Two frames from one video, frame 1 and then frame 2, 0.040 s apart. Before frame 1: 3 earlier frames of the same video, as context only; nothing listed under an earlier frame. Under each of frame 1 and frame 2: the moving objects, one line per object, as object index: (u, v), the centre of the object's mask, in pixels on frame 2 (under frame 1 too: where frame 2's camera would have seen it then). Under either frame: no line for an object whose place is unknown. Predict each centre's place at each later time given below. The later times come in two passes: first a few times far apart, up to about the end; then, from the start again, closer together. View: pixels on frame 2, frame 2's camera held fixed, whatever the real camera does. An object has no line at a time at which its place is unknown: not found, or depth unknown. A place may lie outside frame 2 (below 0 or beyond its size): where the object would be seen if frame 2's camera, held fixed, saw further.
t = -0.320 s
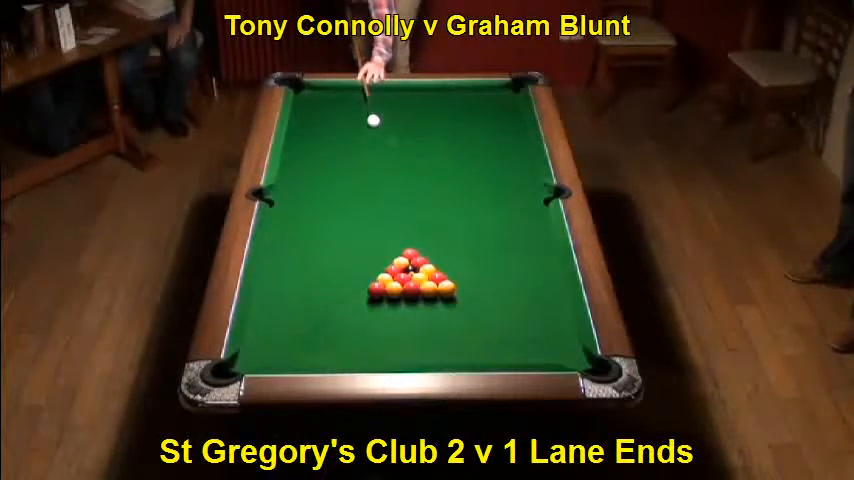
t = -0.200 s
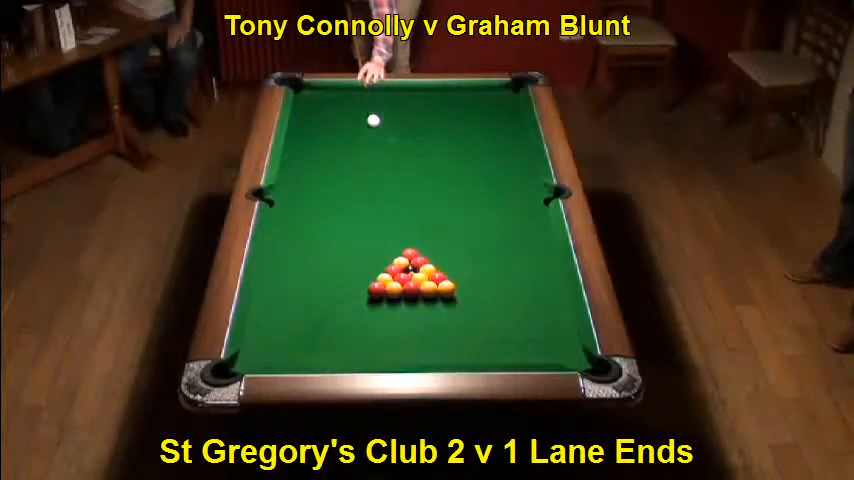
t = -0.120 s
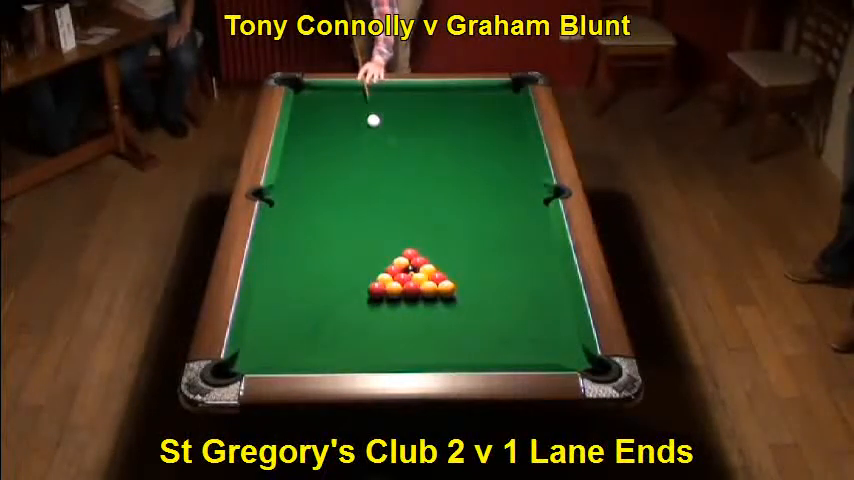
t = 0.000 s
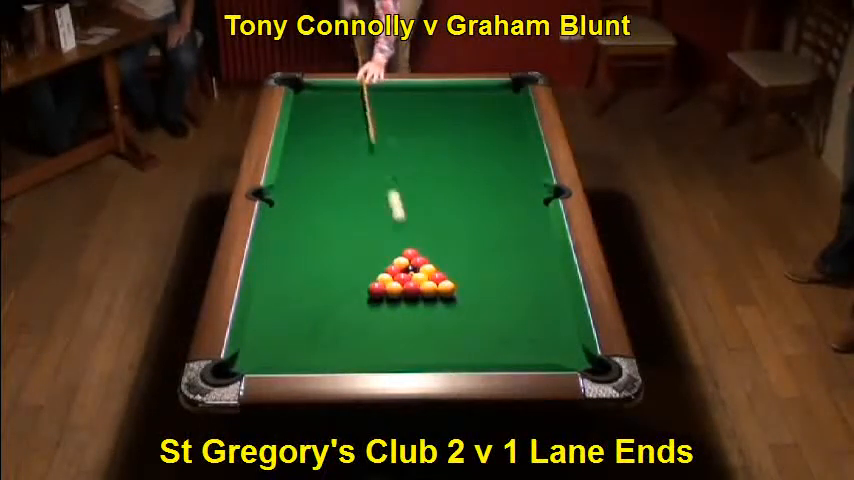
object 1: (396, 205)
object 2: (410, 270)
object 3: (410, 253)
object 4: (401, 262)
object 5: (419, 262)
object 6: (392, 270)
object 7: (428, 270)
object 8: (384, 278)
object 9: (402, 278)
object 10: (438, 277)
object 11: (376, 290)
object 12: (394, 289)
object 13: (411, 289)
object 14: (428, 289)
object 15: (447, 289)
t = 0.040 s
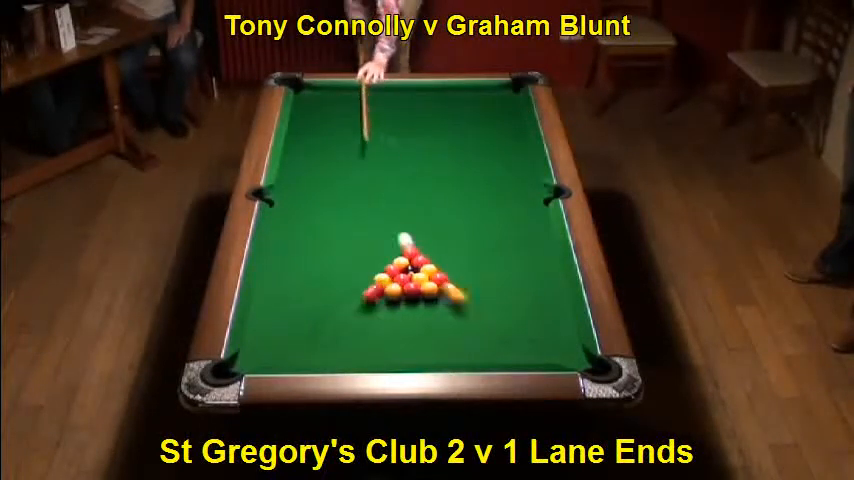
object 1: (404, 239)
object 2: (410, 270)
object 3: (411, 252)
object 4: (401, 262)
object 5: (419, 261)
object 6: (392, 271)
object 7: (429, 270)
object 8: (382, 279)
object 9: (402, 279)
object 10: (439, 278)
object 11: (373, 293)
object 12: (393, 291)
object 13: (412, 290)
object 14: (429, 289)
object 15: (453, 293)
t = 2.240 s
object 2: (369, 282)
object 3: (457, 90)
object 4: (413, 237)
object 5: (506, 198)
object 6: (279, 216)
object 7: (477, 261)
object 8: (342, 267)
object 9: (394, 336)
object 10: (533, 321)
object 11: (520, 125)
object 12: (281, 274)
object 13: (479, 327)
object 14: (504, 343)
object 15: (373, 195)
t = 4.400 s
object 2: (369, 281)
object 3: (475, 120)
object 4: (421, 355)
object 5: (496, 201)
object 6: (281, 214)
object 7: (477, 261)
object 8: (349, 266)
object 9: (394, 335)
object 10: (532, 321)
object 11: (385, 251)
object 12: (272, 262)
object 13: (480, 327)
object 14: (504, 343)
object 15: (538, 257)
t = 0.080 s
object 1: (399, 224)
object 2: (408, 273)
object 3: (412, 247)
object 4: (401, 261)
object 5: (425, 258)
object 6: (388, 271)
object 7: (432, 271)
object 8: (374, 280)
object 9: (400, 285)
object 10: (445, 282)
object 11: (350, 313)
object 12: (391, 299)
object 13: (415, 293)
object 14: (432, 293)
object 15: (487, 323)
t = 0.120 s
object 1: (393, 212)
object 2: (405, 274)
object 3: (412, 244)
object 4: (402, 261)
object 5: (432, 255)
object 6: (384, 269)
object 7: (434, 270)
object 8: (367, 280)
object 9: (400, 286)
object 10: (451, 283)
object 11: (328, 333)
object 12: (390, 307)
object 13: (416, 297)
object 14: (435, 296)
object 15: (520, 353)
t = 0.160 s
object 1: (387, 203)
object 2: (404, 275)
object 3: (414, 239)
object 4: (403, 259)
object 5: (437, 253)
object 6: (381, 267)
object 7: (436, 269)
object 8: (360, 280)
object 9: (398, 290)
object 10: (456, 285)
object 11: (305, 354)
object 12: (388, 314)
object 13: (419, 301)
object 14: (437, 298)
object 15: (539, 341)
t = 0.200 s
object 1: (381, 199)
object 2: (403, 275)
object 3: (415, 234)
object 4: (403, 258)
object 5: (441, 252)
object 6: (378, 265)
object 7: (438, 269)
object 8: (353, 280)
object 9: (397, 291)
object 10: (461, 286)
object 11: (290, 350)
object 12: (387, 320)
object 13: (421, 304)
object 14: (439, 301)
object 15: (550, 319)
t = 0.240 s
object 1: (376, 200)
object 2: (401, 275)
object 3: (416, 230)
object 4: (404, 258)
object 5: (446, 249)
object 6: (375, 264)
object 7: (440, 269)
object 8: (346, 280)
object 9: (396, 294)
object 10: (466, 287)
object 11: (279, 336)
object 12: (385, 326)
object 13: (423, 307)
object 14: (441, 304)
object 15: (561, 301)
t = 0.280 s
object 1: (370, 205)
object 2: (397, 278)
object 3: (418, 225)
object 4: (404, 256)
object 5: (451, 245)
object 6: (372, 261)
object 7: (442, 268)
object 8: (340, 280)
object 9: (395, 296)
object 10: (471, 289)
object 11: (270, 322)
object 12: (383, 333)
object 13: (425, 311)
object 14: (443, 306)
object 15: (550, 284)
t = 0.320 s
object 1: (365, 201)
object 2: (395, 278)
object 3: (419, 220)
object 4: (405, 255)
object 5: (455, 242)
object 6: (368, 260)
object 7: (444, 268)
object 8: (333, 280)
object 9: (393, 298)
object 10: (476, 290)
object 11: (261, 309)
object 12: (381, 340)
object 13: (427, 314)
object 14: (445, 309)
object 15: (536, 270)
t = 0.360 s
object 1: (360, 195)
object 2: (394, 277)
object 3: (420, 216)
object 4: (405, 254)
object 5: (459, 239)
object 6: (365, 258)
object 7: (446, 267)
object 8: (327, 279)
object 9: (392, 300)
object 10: (480, 291)
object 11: (265, 298)
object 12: (379, 346)
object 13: (430, 317)
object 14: (448, 312)
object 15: (523, 256)
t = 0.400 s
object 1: (355, 193)
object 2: (391, 277)
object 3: (421, 212)
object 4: (406, 253)
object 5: (464, 236)
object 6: (362, 256)
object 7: (447, 267)
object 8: (321, 279)
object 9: (391, 301)
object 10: (485, 292)
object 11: (275, 287)
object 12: (377, 353)
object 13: (432, 321)
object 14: (450, 314)
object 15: (511, 244)
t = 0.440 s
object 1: (350, 193)
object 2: (390, 277)
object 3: (422, 207)
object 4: (406, 252)
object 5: (467, 234)
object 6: (359, 255)
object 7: (449, 267)
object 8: (314, 279)
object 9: (390, 304)
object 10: (489, 293)
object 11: (284, 279)
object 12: (375, 357)
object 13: (434, 324)
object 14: (452, 316)
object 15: (500, 232)
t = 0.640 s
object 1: (328, 181)
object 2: (382, 279)
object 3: (427, 188)
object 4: (408, 247)
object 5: (487, 221)
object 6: (344, 247)
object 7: (457, 265)
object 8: (283, 278)
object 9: (384, 313)
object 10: (512, 298)
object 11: (322, 236)
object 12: (369, 341)
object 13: (444, 339)
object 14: (463, 329)
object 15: (456, 183)
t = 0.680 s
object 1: (325, 180)
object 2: (381, 280)
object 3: (428, 184)
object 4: (408, 247)
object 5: (491, 218)
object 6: (342, 246)
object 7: (459, 265)
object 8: (278, 278)
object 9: (383, 315)
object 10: (516, 299)
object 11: (328, 228)
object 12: (367, 338)
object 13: (446, 342)
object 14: (465, 332)
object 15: (448, 174)
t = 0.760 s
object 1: (318, 179)
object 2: (379, 280)
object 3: (431, 177)
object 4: (409, 245)
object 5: (498, 214)
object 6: (337, 244)
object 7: (462, 265)
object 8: (266, 277)
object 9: (381, 319)
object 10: (525, 302)
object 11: (342, 214)
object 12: (365, 331)
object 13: (450, 348)
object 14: (469, 337)
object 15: (433, 158)
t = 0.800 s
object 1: (315, 180)
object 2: (378, 281)
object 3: (431, 174)
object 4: (409, 244)
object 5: (501, 212)
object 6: (334, 242)
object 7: (463, 264)
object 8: (266, 277)
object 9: (380, 320)
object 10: (529, 303)
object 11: (347, 206)
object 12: (363, 328)
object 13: (452, 351)
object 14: (471, 339)
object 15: (426, 150)
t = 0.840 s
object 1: (312, 180)
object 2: (376, 281)
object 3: (432, 170)
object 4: (409, 244)
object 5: (504, 209)
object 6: (331, 241)
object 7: (464, 264)
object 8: (270, 277)
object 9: (380, 322)
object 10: (533, 304)
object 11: (354, 200)
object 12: (360, 326)
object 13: (454, 354)
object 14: (473, 341)
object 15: (419, 142)
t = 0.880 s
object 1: (309, 181)
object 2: (376, 281)
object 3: (434, 167)
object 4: (410, 243)
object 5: (508, 207)
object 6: (328, 240)
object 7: (466, 264)
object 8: (273, 276)
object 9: (381, 323)
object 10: (537, 305)
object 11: (360, 193)
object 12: (357, 323)
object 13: (455, 356)
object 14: (475, 343)
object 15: (412, 134)
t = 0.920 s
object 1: (306, 182)
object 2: (375, 282)
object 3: (435, 164)
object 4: (410, 242)
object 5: (512, 205)
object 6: (326, 239)
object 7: (467, 264)
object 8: (277, 276)
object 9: (382, 324)
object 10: (541, 306)
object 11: (366, 186)
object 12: (354, 321)
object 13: (456, 356)
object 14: (476, 346)
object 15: (406, 127)
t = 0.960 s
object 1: (303, 182)
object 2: (374, 281)
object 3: (435, 160)
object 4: (410, 242)
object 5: (516, 203)
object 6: (324, 237)
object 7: (467, 263)
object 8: (280, 275)
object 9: (382, 324)
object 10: (545, 307)
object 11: (371, 180)
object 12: (351, 319)
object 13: (457, 355)
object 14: (479, 348)
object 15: (400, 119)
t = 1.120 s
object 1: (292, 185)
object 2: (371, 282)
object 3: (439, 148)
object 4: (411, 240)
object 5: (528, 195)
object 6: (315, 233)
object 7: (472, 263)
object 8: (291, 274)
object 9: (386, 329)
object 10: (560, 311)
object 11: (392, 156)
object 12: (339, 311)
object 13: (462, 352)
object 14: (486, 354)
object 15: (376, 93)
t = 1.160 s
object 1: (289, 186)
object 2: (370, 282)
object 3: (440, 145)
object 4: (411, 239)
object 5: (531, 194)
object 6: (313, 232)
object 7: (472, 262)
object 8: (294, 273)
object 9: (387, 329)
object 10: (563, 312)
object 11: (397, 151)
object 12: (336, 309)
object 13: (462, 351)
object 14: (487, 356)
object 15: (371, 89)
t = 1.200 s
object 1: (287, 186)
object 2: (370, 282)
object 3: (440, 143)
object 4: (411, 239)
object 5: (534, 192)
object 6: (311, 231)
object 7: (473, 262)
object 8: (297, 273)
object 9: (388, 330)
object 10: (564, 312)
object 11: (402, 145)
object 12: (333, 307)
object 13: (464, 349)
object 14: (488, 357)
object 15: (361, 94)
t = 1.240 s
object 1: (285, 187)
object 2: (369, 282)
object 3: (441, 140)
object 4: (411, 239)
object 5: (536, 190)
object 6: (309, 230)
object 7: (473, 262)
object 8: (299, 273)
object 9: (388, 330)
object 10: (562, 313)
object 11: (407, 140)
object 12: (331, 306)
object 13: (465, 349)
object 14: (489, 356)
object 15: (353, 98)
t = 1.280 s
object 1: (282, 188)
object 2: (369, 282)
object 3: (441, 137)
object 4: (411, 238)
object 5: (540, 188)
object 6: (307, 230)
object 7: (474, 262)
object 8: (302, 272)
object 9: (389, 331)
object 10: (560, 313)
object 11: (411, 135)
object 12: (328, 304)
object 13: (466, 347)
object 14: (490, 355)
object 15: (344, 102)
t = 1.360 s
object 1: (277, 189)
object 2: (368, 282)
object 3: (442, 132)
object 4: (412, 238)
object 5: (539, 189)
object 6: (303, 228)
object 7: (475, 261)
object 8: (307, 272)
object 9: (389, 332)
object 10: (557, 314)
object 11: (419, 125)
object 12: (323, 300)
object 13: (467, 345)
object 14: (492, 353)
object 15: (327, 111)
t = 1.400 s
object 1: (275, 189)
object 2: (368, 282)
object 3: (444, 130)
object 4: (412, 238)
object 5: (536, 189)
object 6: (300, 227)
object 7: (476, 261)
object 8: (310, 272)
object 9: (390, 333)
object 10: (555, 315)
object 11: (424, 120)
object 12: (320, 299)
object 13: (468, 343)
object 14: (492, 352)
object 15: (318, 114)
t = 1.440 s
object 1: (274, 190)
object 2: (368, 282)
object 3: (445, 127)
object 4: (412, 237)
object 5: (535, 190)
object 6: (299, 226)
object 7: (476, 262)
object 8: (312, 271)
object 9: (390, 333)
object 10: (554, 315)
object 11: (427, 115)
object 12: (318, 297)
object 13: (469, 343)
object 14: (494, 352)
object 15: (310, 118)
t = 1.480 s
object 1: (273, 191)
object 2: (368, 282)
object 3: (446, 124)
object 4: (412, 237)
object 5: (533, 190)
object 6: (297, 225)
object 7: (477, 261)
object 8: (314, 270)
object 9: (391, 334)
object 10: (552, 316)
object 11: (432, 111)
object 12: (316, 295)
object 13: (470, 340)
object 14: (494, 351)
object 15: (301, 121)
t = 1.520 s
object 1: (272, 192)
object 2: (368, 282)
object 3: (446, 121)
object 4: (413, 237)
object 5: (531, 191)
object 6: (295, 224)
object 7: (477, 261)
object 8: (316, 270)
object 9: (391, 334)
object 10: (550, 316)
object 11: (435, 106)
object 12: (314, 294)
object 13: (470, 338)
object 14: (496, 351)
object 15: (294, 124)
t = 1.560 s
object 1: (270, 194)
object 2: (368, 282)
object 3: (447, 119)
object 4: (413, 237)
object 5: (530, 191)
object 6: (294, 224)
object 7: (477, 261)
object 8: (318, 270)
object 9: (391, 334)
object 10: (548, 316)
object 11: (439, 102)
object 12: (312, 292)
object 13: (471, 337)
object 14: (496, 351)
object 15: (300, 128)
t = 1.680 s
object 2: (368, 283)
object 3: (449, 112)
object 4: (413, 237)
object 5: (525, 193)
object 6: (289, 222)
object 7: (477, 261)
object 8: (324, 270)
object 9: (392, 335)
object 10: (545, 317)
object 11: (450, 89)
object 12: (305, 288)
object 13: (472, 335)
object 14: (498, 349)
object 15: (313, 139)
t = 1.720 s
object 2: (368, 282)
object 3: (450, 110)
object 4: (413, 237)
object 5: (523, 193)
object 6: (288, 221)
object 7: (477, 261)
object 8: (325, 269)
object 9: (393, 335)
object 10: (543, 318)
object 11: (455, 90)
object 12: (303, 287)
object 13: (473, 333)
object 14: (499, 348)
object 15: (317, 143)
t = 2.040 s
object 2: (369, 281)
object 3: (455, 94)
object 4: (413, 237)
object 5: (512, 196)
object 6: (277, 217)
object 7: (477, 261)
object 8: (337, 267)
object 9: (394, 336)
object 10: (537, 320)
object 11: (498, 112)
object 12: (289, 278)
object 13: (477, 329)
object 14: (503, 345)
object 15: (351, 174)
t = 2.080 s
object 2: (369, 282)
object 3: (455, 92)
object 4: (413, 237)
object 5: (511, 196)
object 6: (277, 217)
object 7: (477, 261)
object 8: (338, 267)
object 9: (394, 336)
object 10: (535, 320)
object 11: (503, 115)
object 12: (288, 277)
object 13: (478, 328)
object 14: (503, 344)
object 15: (355, 178)
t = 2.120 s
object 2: (369, 282)
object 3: (455, 91)
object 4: (413, 237)
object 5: (510, 197)
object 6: (277, 217)
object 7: (477, 261)
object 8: (339, 267)
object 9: (394, 336)
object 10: (535, 321)
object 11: (509, 118)
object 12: (286, 276)
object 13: (478, 328)
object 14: (503, 344)
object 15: (360, 182)
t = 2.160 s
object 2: (369, 282)
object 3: (456, 89)
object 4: (413, 237)
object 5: (508, 198)
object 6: (278, 216)
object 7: (477, 261)
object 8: (340, 267)
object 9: (394, 336)
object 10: (534, 321)
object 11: (514, 120)
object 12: (284, 275)
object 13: (478, 327)
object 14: (504, 343)
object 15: (364, 186)
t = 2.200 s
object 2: (369, 282)
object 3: (456, 89)
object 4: (413, 237)
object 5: (507, 198)
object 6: (279, 216)
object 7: (477, 261)
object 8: (341, 267)
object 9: (394, 336)
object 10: (533, 321)
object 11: (519, 123)
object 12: (283, 274)
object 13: (479, 327)
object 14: (504, 344)
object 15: (368, 191)
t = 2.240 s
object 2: (369, 282)
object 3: (457, 90)
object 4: (413, 237)
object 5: (506, 198)
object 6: (279, 216)
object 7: (477, 261)
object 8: (342, 267)
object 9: (394, 336)
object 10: (533, 321)
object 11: (520, 125)
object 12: (281, 274)
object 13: (479, 327)
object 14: (504, 343)
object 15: (373, 195)
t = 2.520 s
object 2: (369, 281)
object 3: (461, 97)
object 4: (413, 237)
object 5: (501, 200)
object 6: (282, 215)
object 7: (477, 261)
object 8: (347, 267)
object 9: (394, 336)
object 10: (532, 321)
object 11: (502, 142)
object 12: (272, 268)
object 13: (480, 326)
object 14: (504, 343)
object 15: (406, 222)
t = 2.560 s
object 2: (369, 281)
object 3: (462, 98)
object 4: (413, 238)
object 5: (500, 200)
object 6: (282, 214)
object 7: (477, 261)
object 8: (347, 267)
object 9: (394, 336)
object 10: (532, 321)
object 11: (500, 145)
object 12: (271, 267)
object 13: (480, 326)
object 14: (504, 343)
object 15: (410, 225)
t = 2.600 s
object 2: (369, 281)
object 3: (462, 98)
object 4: (413, 240)
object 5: (499, 200)
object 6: (282, 214)
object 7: (477, 261)
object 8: (347, 267)
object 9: (394, 336)
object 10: (532, 321)
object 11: (498, 147)
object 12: (270, 267)
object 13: (480, 326)
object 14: (504, 343)
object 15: (416, 227)
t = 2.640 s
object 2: (369, 281)
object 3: (463, 99)
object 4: (414, 244)
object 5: (498, 201)
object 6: (282, 214)
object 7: (477, 261)
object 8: (348, 267)
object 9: (394, 336)
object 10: (532, 321)
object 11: (495, 150)
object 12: (269, 266)
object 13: (480, 326)
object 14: (504, 343)
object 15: (421, 229)
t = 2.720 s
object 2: (369, 281)
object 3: (464, 101)
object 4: (415, 250)
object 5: (498, 201)
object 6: (282, 214)
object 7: (477, 261)
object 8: (349, 266)
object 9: (394, 336)
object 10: (532, 321)
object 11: (490, 155)
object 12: (267, 265)
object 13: (480, 326)
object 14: (504, 343)
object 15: (429, 231)
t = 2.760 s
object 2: (369, 282)
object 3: (465, 102)
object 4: (415, 253)
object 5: (498, 201)
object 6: (282, 214)
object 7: (477, 261)
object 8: (349, 266)
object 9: (394, 336)
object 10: (532, 321)
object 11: (488, 157)
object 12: (267, 265)
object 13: (480, 326)
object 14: (504, 343)
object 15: (433, 232)
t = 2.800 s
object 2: (369, 281)
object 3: (465, 103)
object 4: (415, 255)
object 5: (498, 201)
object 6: (282, 214)
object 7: (477, 261)
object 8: (349, 266)
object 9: (394, 336)
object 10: (532, 321)
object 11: (485, 160)
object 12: (267, 264)
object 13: (480, 326)
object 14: (504, 343)
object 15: (438, 233)
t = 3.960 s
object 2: (369, 281)
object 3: (474, 119)
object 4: (421, 333)
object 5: (496, 201)
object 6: (282, 215)
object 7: (477, 261)
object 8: (349, 266)
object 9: (393, 336)
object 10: (532, 321)
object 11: (412, 229)
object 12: (272, 262)
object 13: (480, 327)
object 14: (504, 343)
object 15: (547, 254)
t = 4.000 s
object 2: (369, 281)
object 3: (474, 119)
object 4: (421, 336)
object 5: (496, 201)
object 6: (282, 215)
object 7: (477, 261)
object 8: (349, 266)
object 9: (393, 336)
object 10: (532, 321)
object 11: (409, 231)
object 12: (272, 262)
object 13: (480, 327)
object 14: (504, 343)
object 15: (550, 255)
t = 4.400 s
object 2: (369, 281)
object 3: (475, 120)
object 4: (421, 355)
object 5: (496, 201)
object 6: (281, 214)
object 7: (477, 261)
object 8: (349, 266)
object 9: (394, 335)
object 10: (532, 321)
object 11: (385, 251)
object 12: (272, 262)
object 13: (480, 327)
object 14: (504, 343)
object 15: (538, 257)
